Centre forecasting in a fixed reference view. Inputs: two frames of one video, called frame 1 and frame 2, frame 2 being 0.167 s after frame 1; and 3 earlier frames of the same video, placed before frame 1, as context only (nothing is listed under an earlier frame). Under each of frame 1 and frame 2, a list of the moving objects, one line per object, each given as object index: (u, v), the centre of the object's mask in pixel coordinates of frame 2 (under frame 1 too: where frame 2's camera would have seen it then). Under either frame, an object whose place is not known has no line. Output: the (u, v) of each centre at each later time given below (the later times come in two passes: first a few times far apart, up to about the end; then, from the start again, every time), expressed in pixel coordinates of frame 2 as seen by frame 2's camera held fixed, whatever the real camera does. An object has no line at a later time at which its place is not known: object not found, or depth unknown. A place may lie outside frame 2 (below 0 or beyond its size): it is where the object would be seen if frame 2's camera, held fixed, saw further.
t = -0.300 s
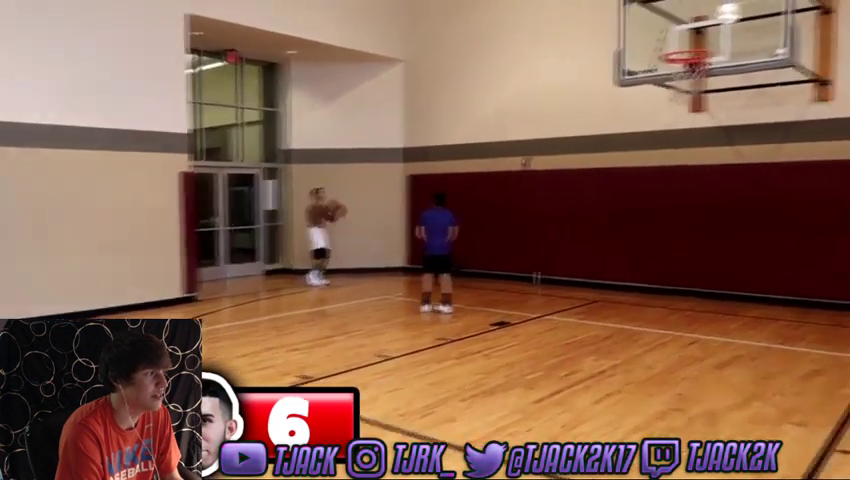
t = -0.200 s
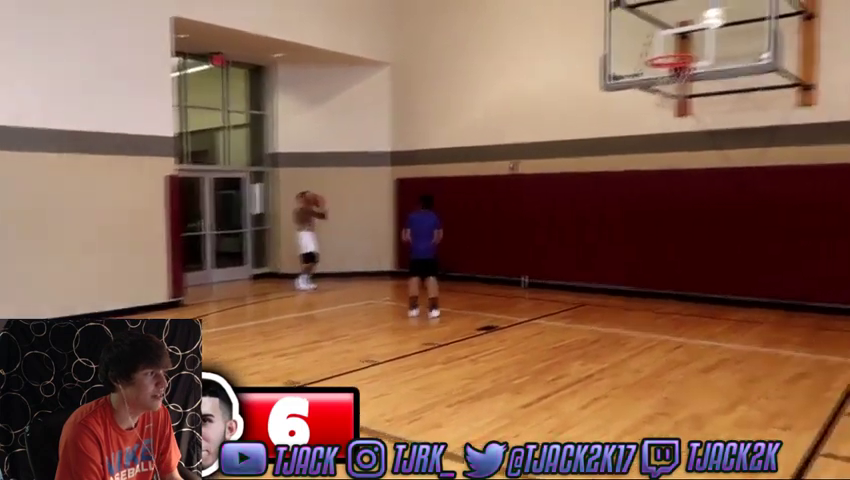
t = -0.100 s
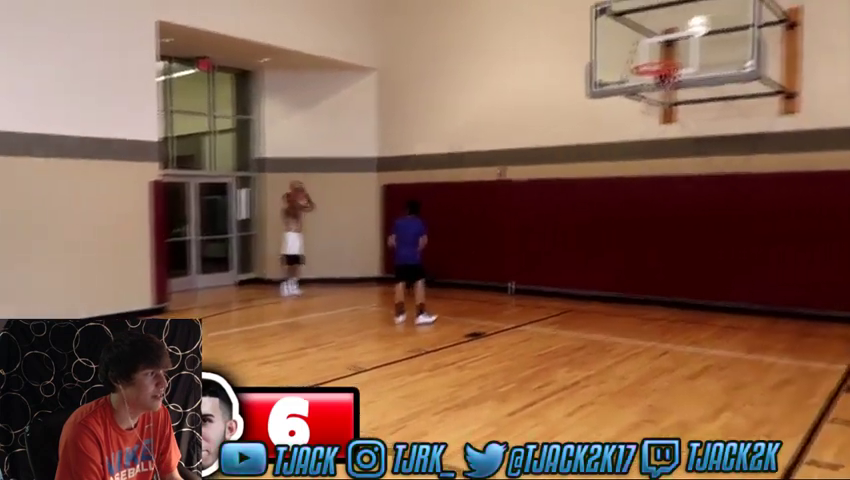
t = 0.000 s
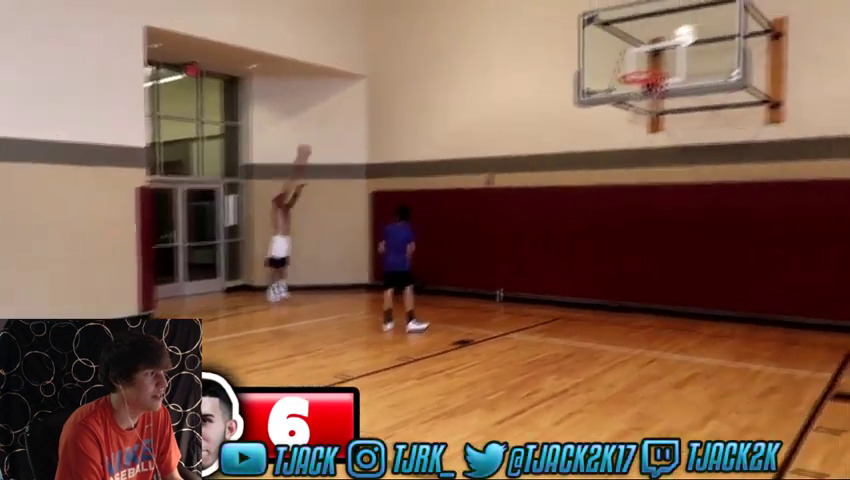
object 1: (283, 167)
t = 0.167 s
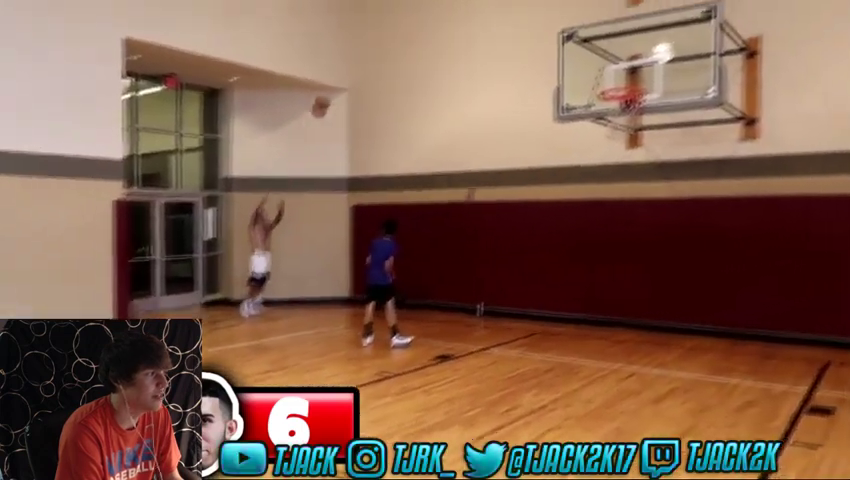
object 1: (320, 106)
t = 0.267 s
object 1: (346, 73)
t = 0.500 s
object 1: (411, 15)
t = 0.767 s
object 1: (497, -13)
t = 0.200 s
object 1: (330, 93)
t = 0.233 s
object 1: (338, 83)
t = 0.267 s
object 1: (346, 73)
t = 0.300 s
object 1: (355, 63)
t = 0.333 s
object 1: (364, 54)
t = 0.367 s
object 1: (373, 45)
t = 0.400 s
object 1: (382, 36)
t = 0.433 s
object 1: (392, 28)
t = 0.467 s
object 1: (401, 21)
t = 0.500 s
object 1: (411, 15)
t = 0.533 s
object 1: (421, 9)
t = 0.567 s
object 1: (431, 4)
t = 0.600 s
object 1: (442, -1)
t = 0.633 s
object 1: (452, -5)
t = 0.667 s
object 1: (463, -8)
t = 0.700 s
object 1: (474, -10)
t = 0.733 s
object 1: (486, -12)
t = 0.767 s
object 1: (497, -13)
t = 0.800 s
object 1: (509, -13)
